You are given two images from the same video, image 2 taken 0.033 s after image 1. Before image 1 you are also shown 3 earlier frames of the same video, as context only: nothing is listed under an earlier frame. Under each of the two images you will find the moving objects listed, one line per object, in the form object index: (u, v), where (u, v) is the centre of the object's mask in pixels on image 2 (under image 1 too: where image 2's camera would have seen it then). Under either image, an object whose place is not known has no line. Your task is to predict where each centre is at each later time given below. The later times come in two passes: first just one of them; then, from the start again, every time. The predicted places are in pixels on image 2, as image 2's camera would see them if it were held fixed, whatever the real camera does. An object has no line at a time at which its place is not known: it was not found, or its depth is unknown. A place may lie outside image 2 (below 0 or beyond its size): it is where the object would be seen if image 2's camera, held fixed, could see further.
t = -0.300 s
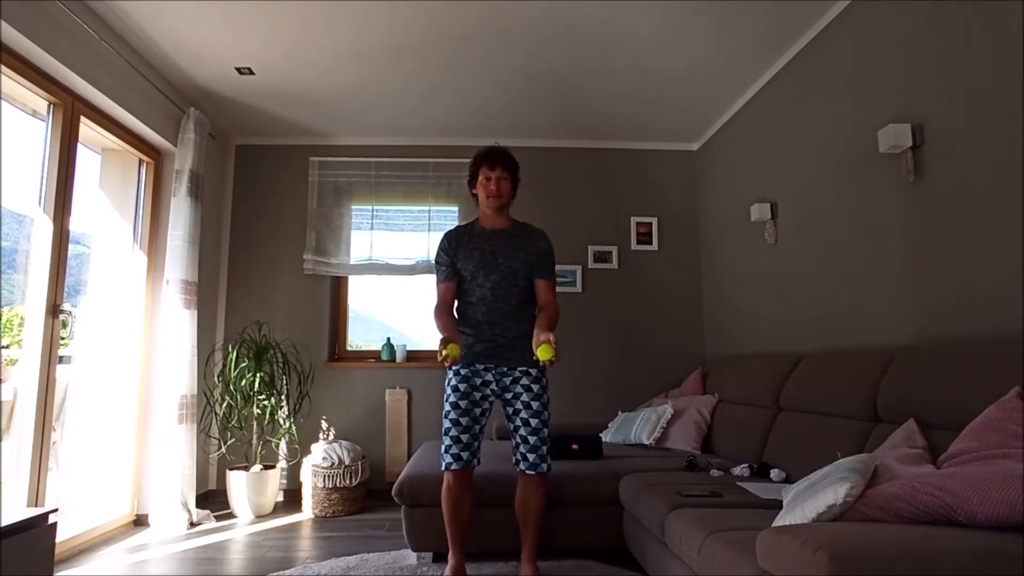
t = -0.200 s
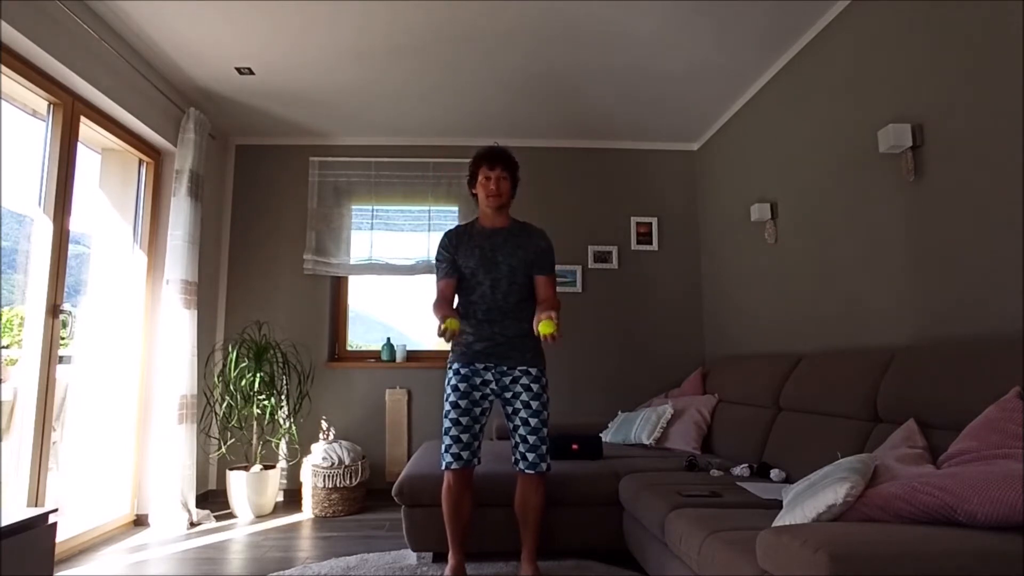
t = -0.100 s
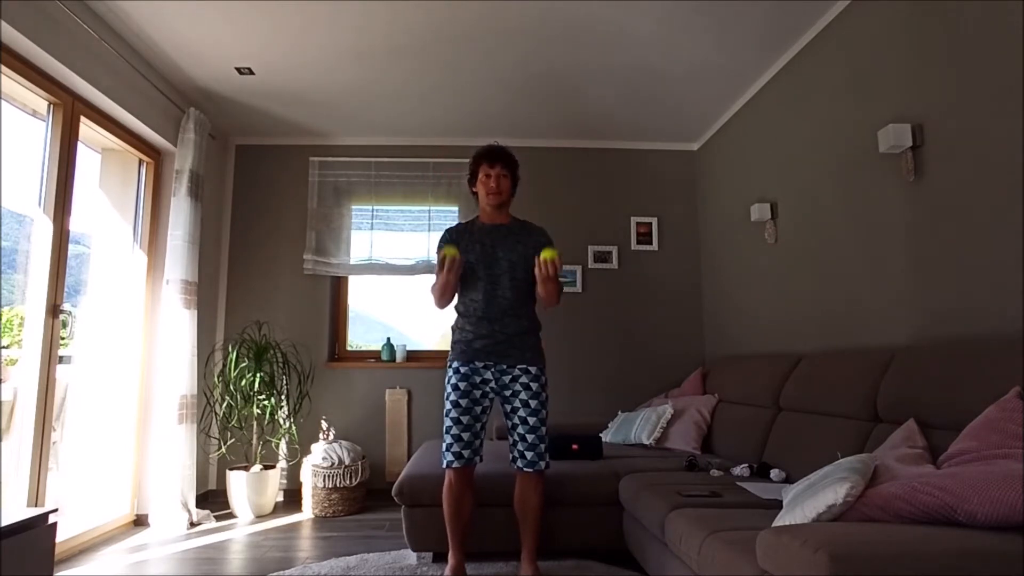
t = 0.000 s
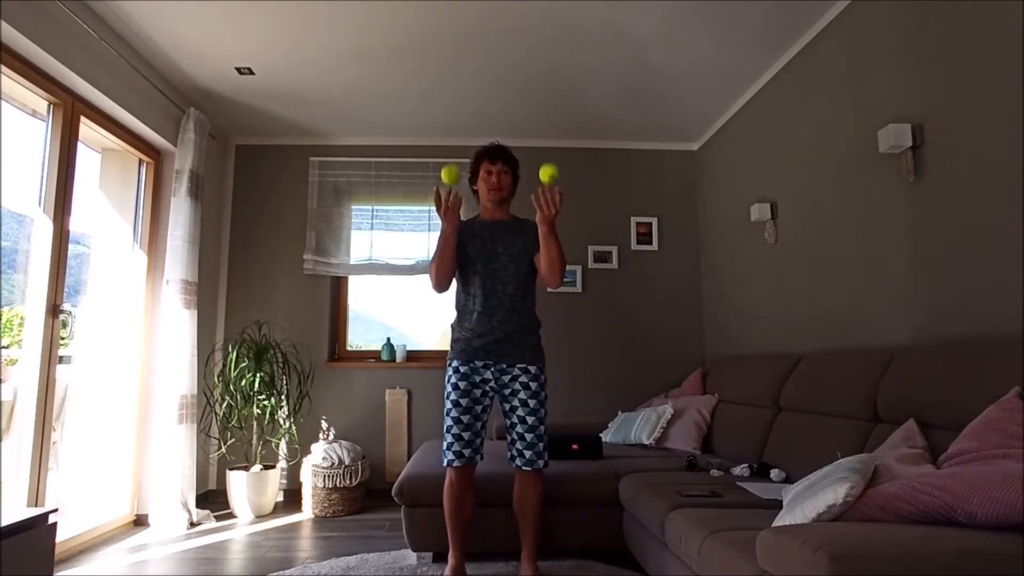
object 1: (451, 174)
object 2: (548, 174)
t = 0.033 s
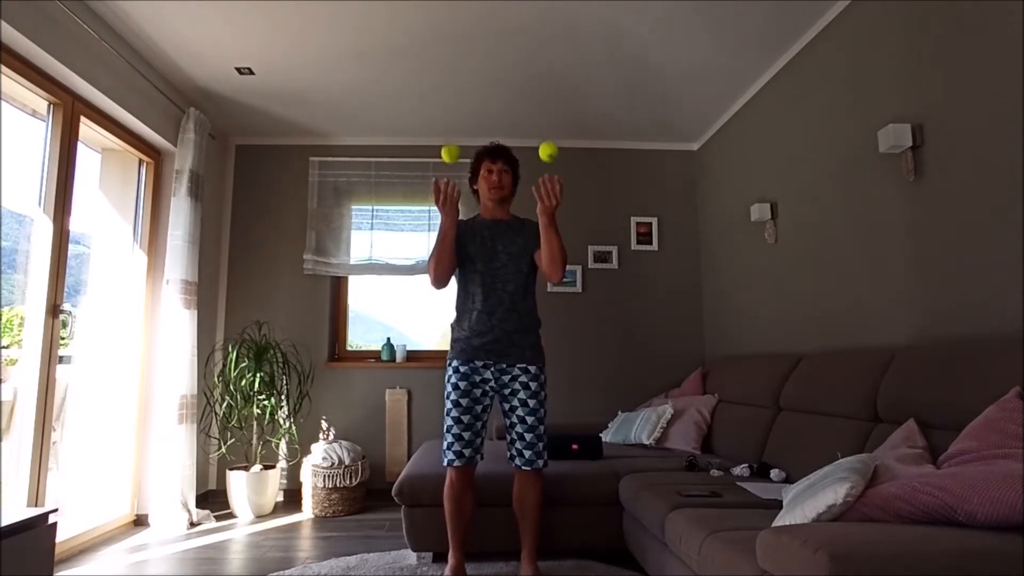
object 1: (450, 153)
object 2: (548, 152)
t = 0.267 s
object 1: (450, 85)
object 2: (546, 78)
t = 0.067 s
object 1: (450, 135)
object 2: (547, 132)
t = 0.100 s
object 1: (450, 119)
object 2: (547, 116)
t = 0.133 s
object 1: (451, 107)
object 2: (547, 103)
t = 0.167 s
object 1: (451, 97)
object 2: (547, 92)
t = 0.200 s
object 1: (450, 90)
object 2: (547, 85)
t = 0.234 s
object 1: (450, 86)
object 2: (546, 80)
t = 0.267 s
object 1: (450, 85)
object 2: (546, 78)
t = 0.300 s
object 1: (450, 87)
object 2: (546, 80)
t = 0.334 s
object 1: (450, 91)
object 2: (546, 84)
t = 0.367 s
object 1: (450, 99)
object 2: (546, 91)
